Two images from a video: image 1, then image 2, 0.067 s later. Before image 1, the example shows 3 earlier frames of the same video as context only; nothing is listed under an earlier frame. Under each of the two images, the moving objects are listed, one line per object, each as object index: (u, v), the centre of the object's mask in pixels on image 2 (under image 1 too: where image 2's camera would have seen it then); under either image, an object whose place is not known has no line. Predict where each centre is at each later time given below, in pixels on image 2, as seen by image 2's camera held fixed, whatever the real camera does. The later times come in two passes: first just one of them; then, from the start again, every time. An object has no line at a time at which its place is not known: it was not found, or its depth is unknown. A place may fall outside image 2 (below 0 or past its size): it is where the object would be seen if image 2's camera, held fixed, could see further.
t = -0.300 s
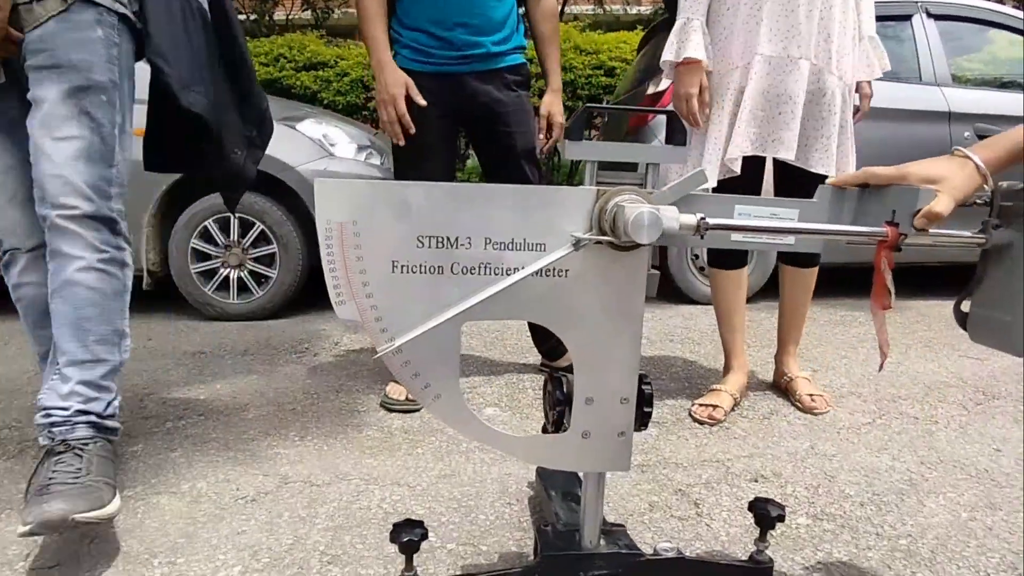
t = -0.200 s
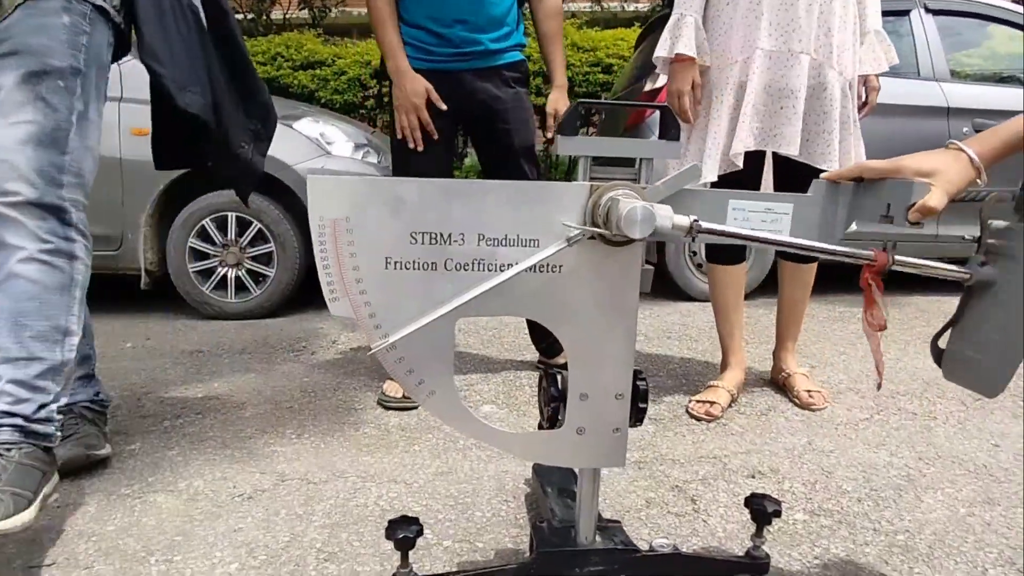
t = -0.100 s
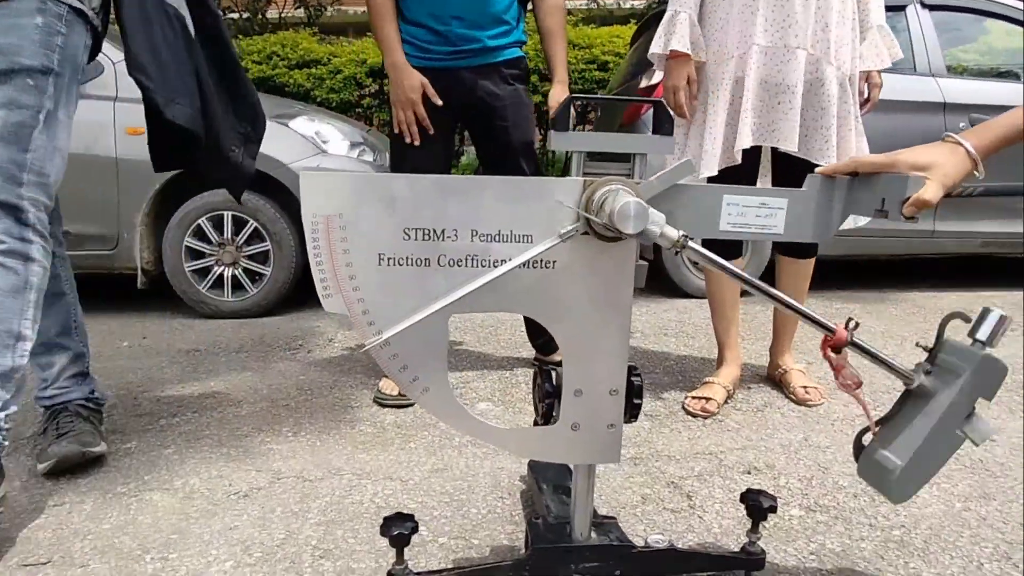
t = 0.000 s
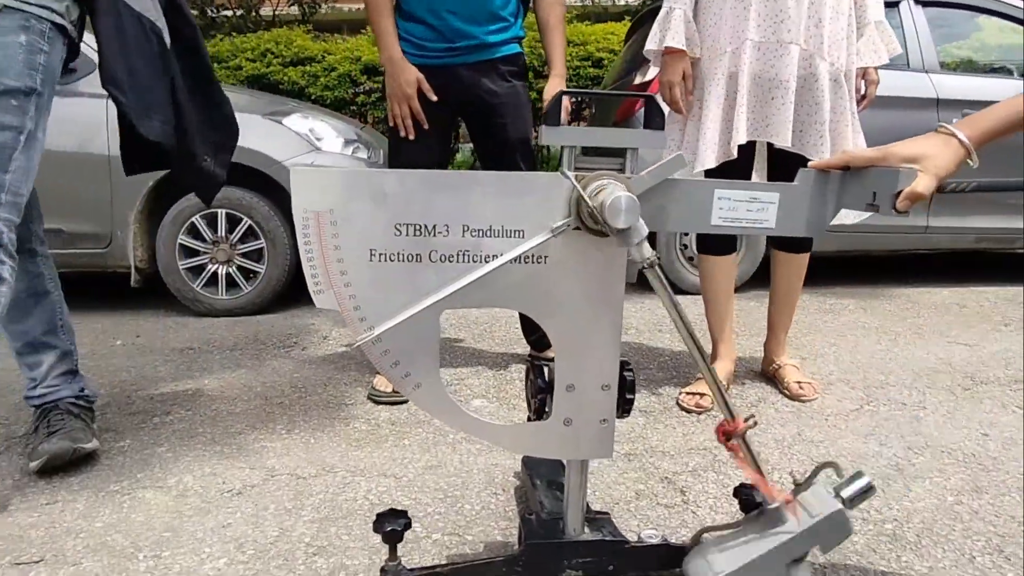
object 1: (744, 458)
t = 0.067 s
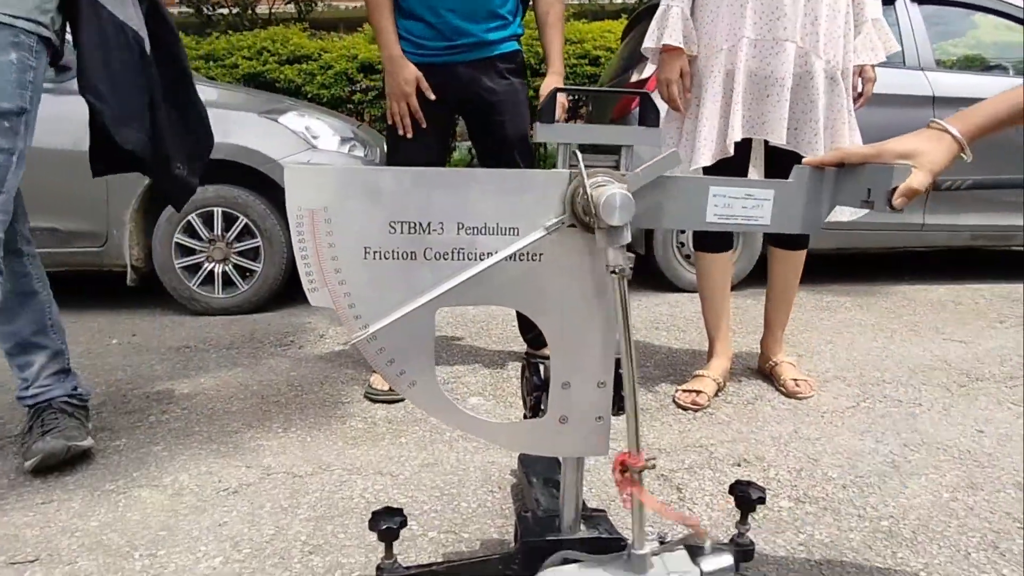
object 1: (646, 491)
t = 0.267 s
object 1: (357, 399)
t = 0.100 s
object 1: (584, 488)
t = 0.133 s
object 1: (535, 485)
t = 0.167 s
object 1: (480, 470)
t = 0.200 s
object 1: (432, 450)
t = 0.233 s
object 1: (391, 428)
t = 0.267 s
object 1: (357, 399)
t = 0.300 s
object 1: (330, 376)
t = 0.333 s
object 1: (312, 349)
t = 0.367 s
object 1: (301, 325)
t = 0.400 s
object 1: (293, 304)
